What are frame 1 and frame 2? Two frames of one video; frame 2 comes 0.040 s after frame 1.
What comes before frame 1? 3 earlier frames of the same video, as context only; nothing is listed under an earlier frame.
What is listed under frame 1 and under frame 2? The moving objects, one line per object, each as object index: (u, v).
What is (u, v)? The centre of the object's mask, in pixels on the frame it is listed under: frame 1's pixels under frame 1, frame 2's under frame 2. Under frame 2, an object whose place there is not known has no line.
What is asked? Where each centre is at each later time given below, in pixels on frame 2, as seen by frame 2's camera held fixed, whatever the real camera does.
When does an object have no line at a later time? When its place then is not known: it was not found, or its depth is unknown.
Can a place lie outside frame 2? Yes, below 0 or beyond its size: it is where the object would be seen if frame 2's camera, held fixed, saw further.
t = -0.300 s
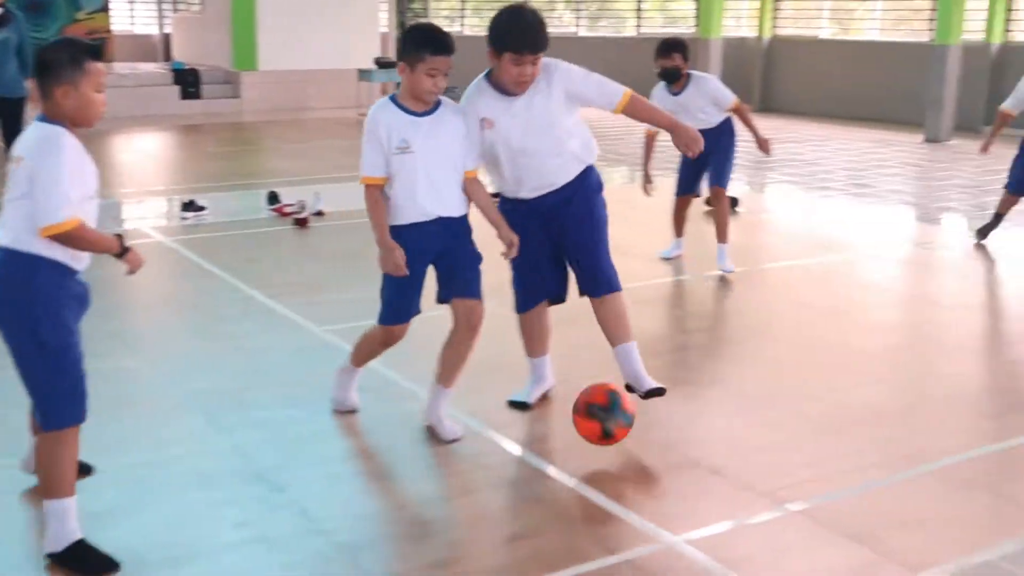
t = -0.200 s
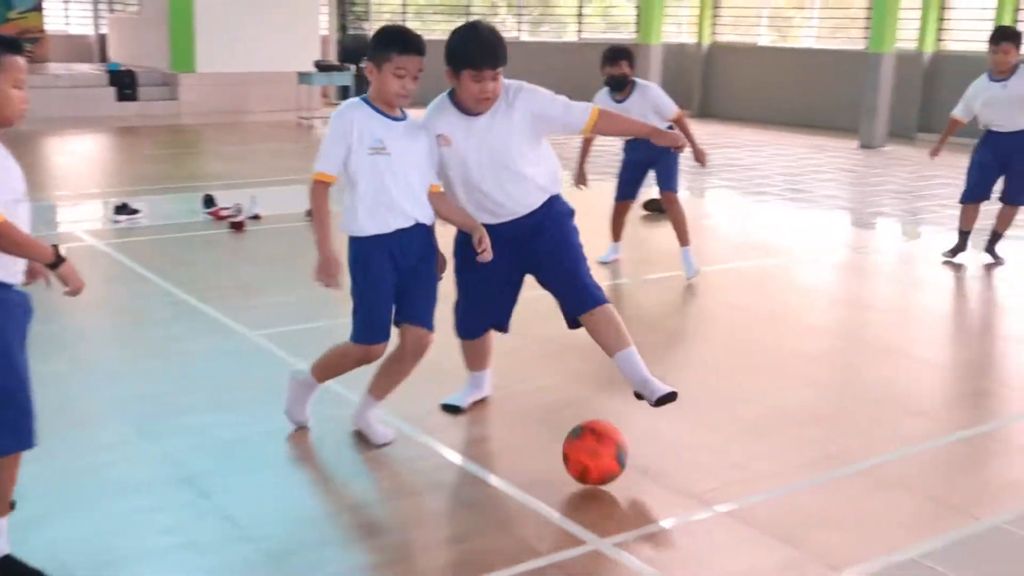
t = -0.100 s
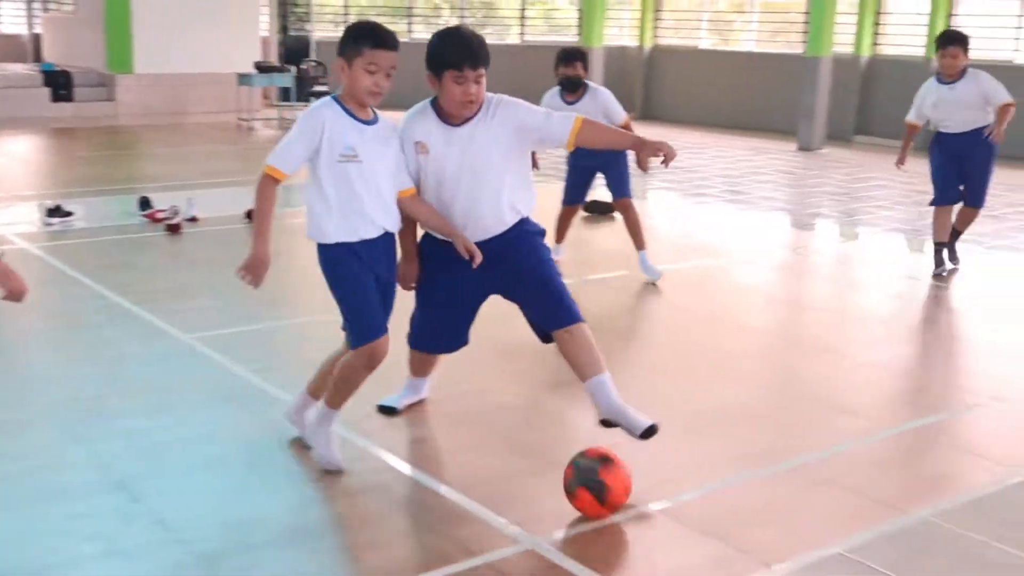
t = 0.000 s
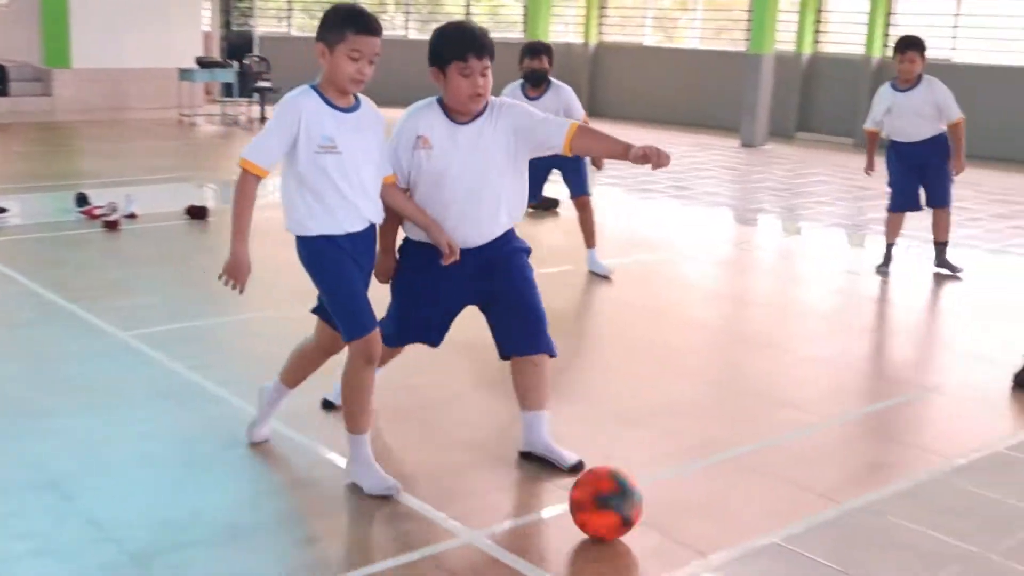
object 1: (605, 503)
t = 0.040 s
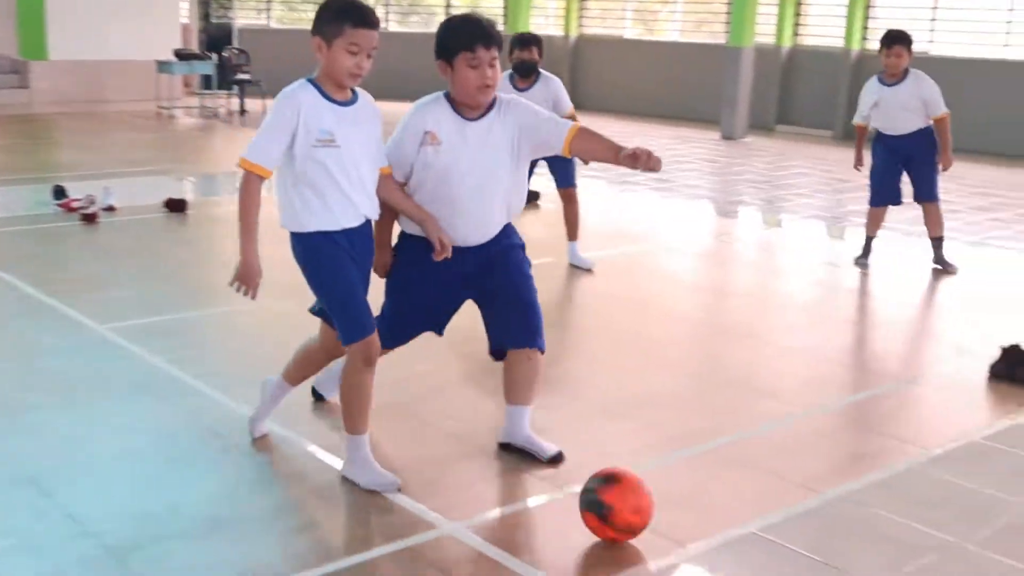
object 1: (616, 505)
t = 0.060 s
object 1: (631, 511)
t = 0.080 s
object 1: (647, 518)
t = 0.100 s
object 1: (662, 523)
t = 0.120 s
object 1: (680, 530)
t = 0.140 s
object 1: (696, 537)
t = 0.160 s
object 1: (714, 542)
